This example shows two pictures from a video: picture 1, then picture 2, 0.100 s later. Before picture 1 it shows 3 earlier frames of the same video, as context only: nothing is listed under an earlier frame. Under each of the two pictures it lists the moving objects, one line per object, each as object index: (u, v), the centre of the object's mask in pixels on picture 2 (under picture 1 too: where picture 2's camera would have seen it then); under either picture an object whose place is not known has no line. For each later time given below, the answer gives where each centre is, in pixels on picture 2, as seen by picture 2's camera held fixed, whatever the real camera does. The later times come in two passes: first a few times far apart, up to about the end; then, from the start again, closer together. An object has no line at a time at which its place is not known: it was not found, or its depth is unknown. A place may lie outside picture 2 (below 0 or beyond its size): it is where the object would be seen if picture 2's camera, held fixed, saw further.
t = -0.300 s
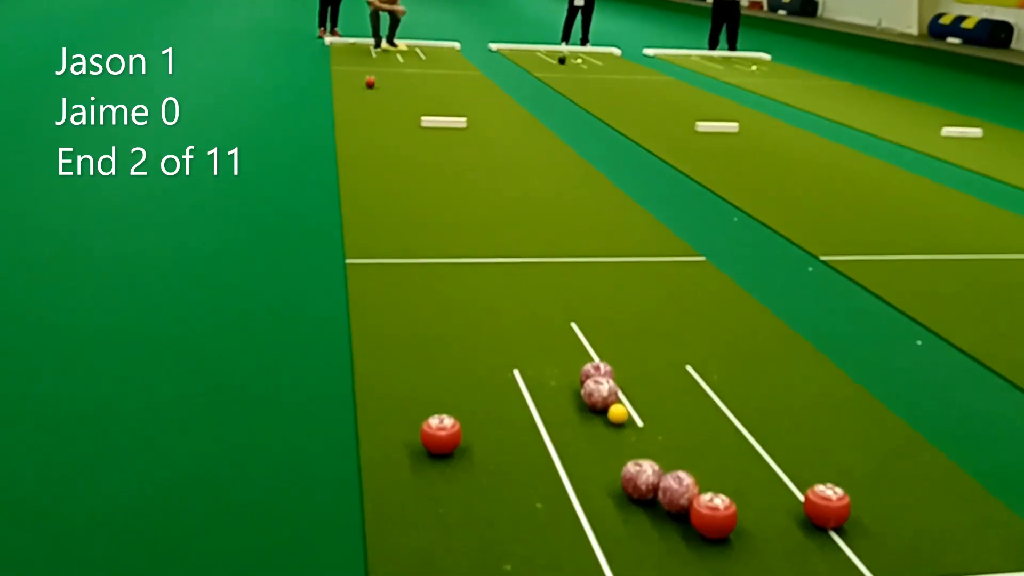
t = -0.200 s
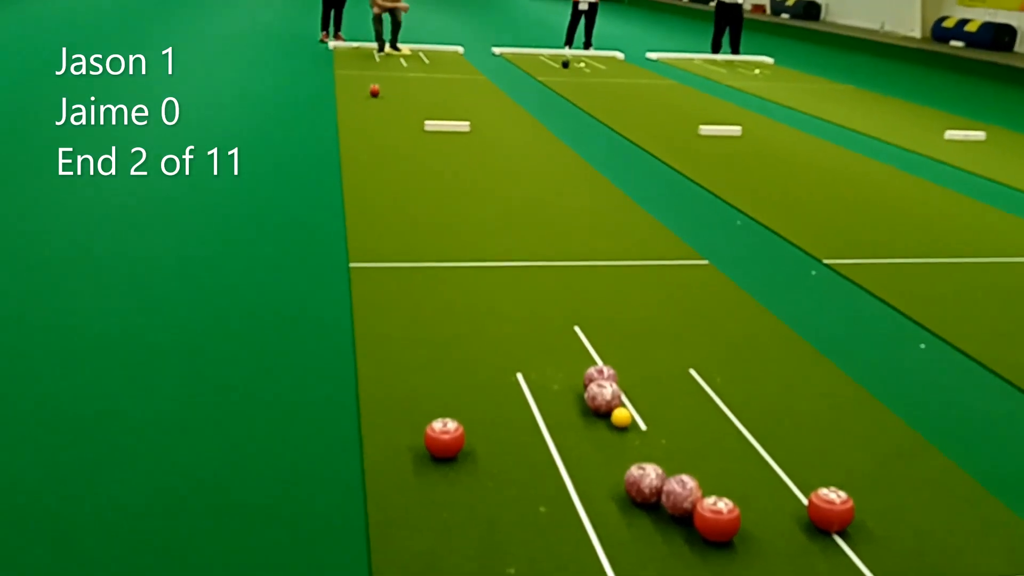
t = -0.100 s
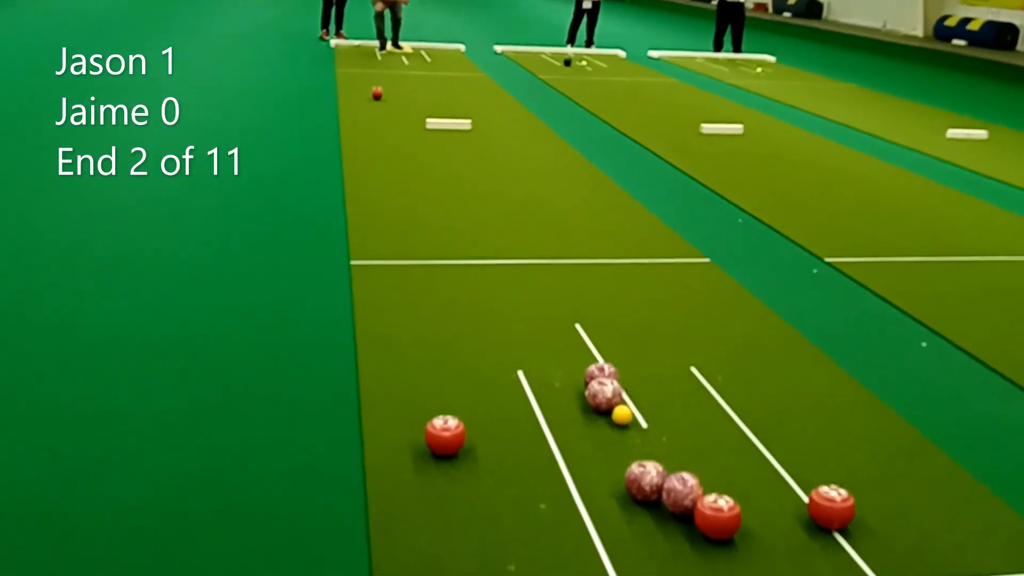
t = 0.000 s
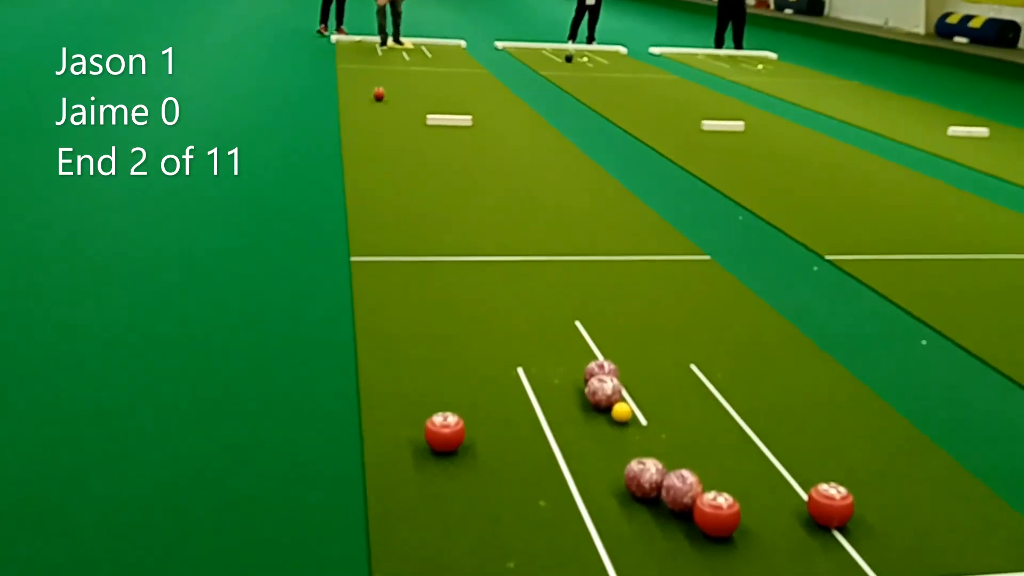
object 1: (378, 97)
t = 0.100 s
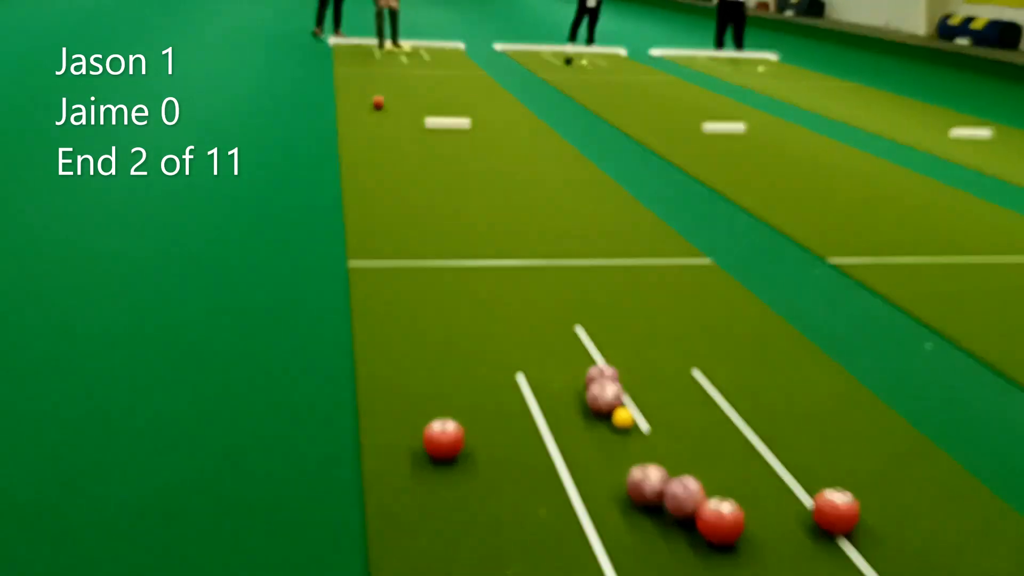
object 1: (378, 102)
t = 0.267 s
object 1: (384, 112)
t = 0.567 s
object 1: (389, 132)
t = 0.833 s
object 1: (397, 153)
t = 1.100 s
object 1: (405, 180)
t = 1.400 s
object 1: (421, 215)
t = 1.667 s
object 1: (439, 257)
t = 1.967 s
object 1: (466, 319)
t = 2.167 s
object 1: (491, 374)
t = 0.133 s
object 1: (378, 105)
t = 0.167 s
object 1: (379, 107)
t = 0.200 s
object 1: (380, 109)
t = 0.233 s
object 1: (382, 111)
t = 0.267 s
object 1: (384, 112)
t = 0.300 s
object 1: (385, 115)
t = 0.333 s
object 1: (386, 116)
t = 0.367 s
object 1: (385, 119)
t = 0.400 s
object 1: (386, 121)
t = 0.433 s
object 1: (387, 123)
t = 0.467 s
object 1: (387, 125)
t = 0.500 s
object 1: (388, 128)
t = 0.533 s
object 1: (389, 130)
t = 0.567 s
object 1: (389, 132)
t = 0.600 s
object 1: (391, 135)
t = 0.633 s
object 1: (391, 137)
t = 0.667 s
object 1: (392, 140)
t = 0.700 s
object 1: (393, 143)
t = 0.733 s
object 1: (394, 145)
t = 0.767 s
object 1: (396, 148)
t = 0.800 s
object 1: (397, 151)
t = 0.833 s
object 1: (397, 153)
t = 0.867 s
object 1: (396, 158)
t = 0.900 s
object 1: (398, 160)
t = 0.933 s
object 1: (399, 163)
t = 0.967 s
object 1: (400, 166)
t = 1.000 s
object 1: (401, 169)
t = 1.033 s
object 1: (402, 173)
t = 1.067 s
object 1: (403, 176)
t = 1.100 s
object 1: (405, 180)
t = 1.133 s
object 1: (407, 183)
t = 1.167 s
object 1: (408, 187)
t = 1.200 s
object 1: (410, 191)
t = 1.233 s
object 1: (411, 195)
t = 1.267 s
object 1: (414, 198)
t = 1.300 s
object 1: (416, 202)
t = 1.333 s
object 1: (418, 206)
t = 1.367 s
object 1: (420, 210)
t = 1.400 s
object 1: (421, 215)
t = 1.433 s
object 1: (423, 220)
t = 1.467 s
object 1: (425, 224)
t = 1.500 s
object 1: (427, 230)
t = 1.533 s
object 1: (429, 234)
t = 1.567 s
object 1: (432, 240)
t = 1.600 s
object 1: (434, 245)
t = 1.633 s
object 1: (436, 250)
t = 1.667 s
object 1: (439, 257)
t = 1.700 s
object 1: (441, 262)
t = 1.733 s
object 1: (444, 269)
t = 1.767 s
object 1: (447, 275)
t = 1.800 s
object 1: (450, 282)
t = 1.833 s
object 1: (453, 289)
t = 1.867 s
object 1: (456, 295)
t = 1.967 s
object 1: (466, 319)
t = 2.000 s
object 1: (470, 327)
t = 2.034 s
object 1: (473, 336)
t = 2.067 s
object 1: (478, 345)
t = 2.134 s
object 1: (487, 364)
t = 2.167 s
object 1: (491, 374)
